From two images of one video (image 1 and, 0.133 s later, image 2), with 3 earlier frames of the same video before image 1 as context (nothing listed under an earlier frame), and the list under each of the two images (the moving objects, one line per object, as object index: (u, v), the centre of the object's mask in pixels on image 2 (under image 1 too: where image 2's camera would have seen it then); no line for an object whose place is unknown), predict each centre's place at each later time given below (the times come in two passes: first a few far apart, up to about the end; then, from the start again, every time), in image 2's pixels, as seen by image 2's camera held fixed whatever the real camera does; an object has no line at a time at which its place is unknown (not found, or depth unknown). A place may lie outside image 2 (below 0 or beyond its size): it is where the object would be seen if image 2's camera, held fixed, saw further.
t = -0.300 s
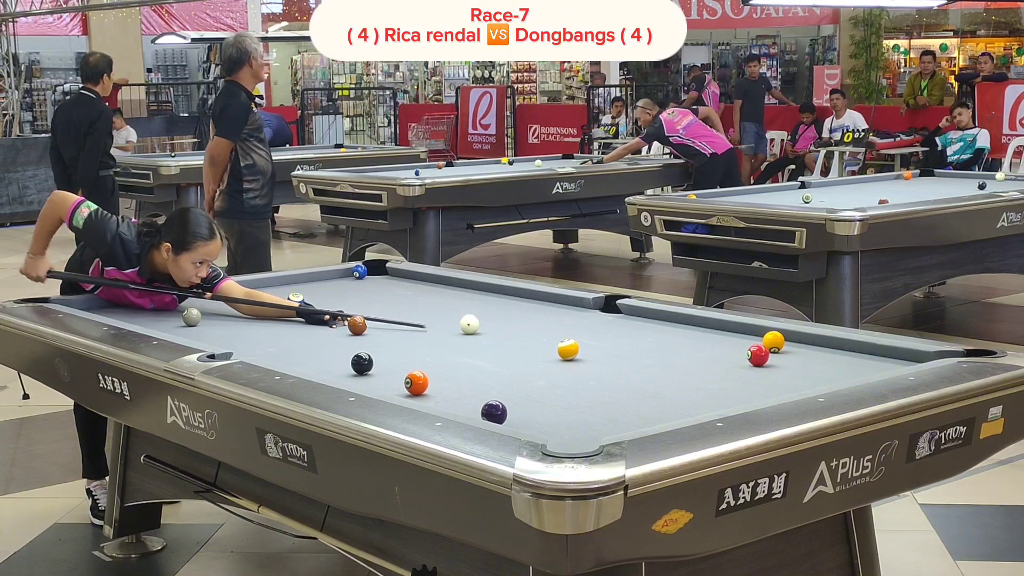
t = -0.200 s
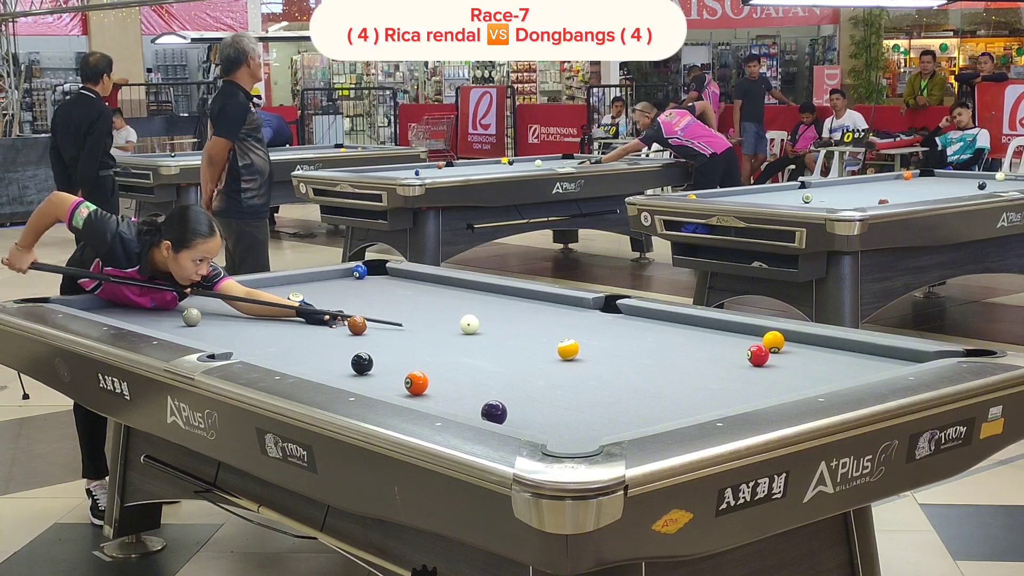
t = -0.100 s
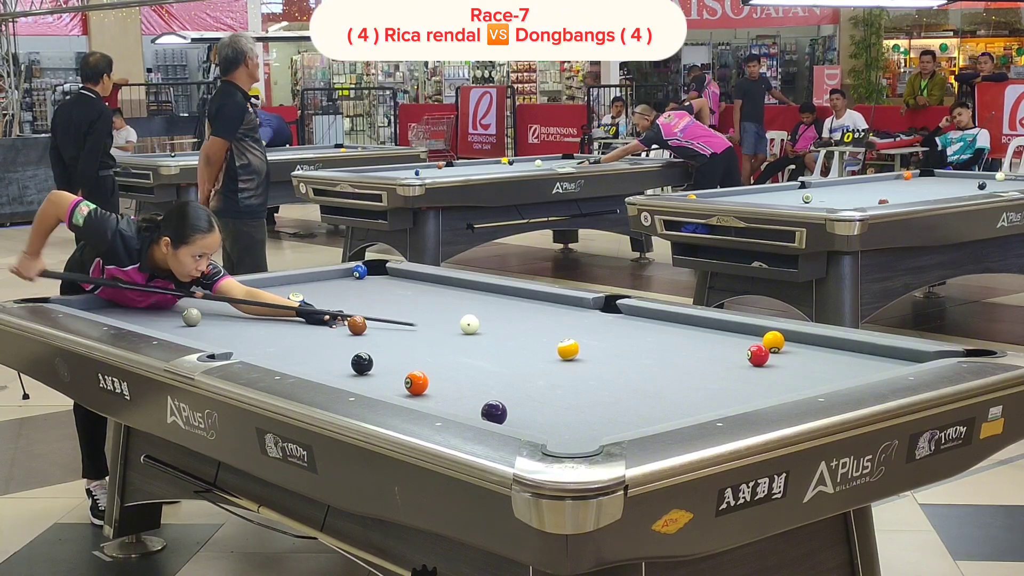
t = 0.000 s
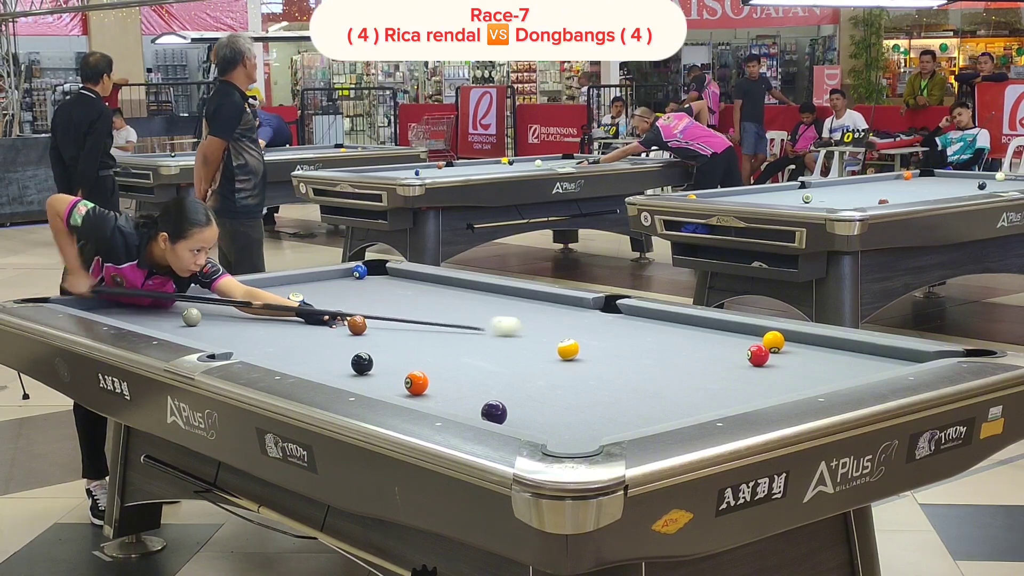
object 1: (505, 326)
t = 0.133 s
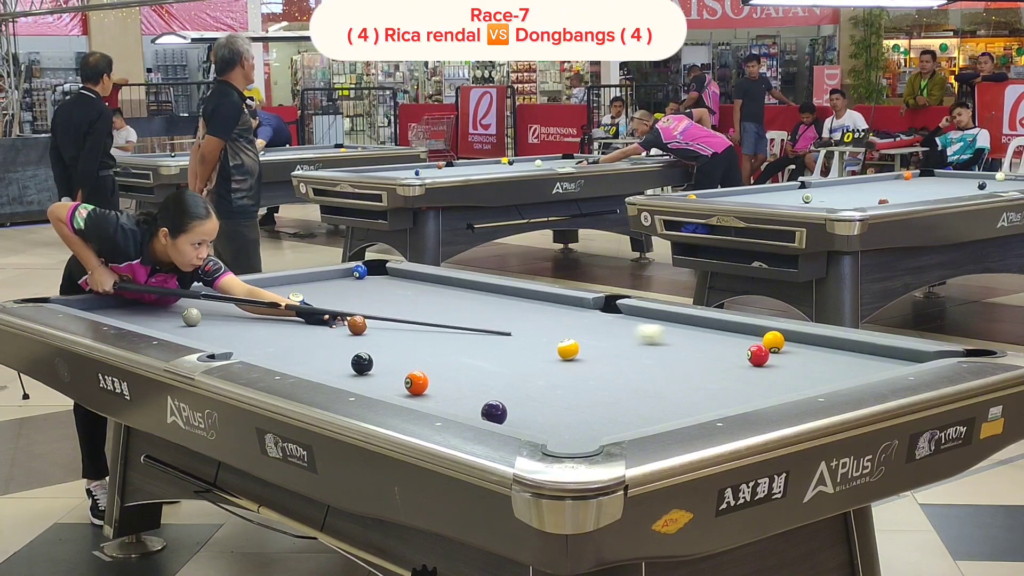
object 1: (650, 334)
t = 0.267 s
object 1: (760, 337)
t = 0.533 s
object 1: (759, 333)
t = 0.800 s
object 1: (721, 333)
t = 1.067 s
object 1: (687, 333)
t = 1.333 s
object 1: (655, 332)
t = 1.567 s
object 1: (629, 332)
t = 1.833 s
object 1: (603, 332)
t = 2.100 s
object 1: (578, 331)
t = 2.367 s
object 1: (556, 331)
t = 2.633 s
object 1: (538, 331)
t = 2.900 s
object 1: (521, 331)
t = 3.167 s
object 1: (507, 331)
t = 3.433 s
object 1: (495, 331)
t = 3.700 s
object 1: (485, 331)
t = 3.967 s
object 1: (478, 331)
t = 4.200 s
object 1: (473, 331)
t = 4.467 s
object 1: (470, 331)
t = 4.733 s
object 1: (468, 331)
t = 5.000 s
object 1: (467, 331)
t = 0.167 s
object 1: (685, 336)
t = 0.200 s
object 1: (721, 337)
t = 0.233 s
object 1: (753, 337)
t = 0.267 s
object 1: (760, 337)
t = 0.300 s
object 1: (764, 336)
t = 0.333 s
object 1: (768, 336)
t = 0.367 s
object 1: (771, 335)
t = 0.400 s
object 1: (774, 334)
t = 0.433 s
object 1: (774, 333)
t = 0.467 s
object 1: (769, 333)
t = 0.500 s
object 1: (764, 333)
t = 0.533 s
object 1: (759, 333)
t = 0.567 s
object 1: (754, 333)
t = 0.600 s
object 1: (749, 333)
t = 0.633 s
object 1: (745, 333)
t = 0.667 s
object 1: (740, 333)
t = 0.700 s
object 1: (735, 333)
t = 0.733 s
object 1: (731, 333)
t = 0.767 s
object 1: (726, 333)
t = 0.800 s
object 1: (721, 333)
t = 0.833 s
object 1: (717, 333)
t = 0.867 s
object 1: (713, 333)
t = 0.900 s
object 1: (708, 333)
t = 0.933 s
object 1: (704, 333)
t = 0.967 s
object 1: (700, 333)
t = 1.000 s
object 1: (696, 333)
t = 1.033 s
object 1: (691, 333)
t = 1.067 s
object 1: (687, 333)
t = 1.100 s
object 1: (683, 333)
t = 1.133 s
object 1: (679, 332)
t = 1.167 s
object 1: (675, 333)
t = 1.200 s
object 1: (671, 332)
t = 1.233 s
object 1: (667, 332)
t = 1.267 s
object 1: (663, 333)
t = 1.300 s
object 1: (659, 332)
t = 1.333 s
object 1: (655, 332)
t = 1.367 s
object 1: (652, 332)
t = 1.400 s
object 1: (648, 332)
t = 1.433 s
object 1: (644, 332)
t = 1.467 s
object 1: (640, 332)
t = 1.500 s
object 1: (637, 332)
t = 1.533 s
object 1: (633, 332)
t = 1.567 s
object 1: (629, 332)
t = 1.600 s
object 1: (626, 332)
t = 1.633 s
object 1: (623, 332)
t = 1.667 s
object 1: (619, 332)
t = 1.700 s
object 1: (616, 332)
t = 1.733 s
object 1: (612, 332)
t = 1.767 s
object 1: (609, 332)
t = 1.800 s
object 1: (606, 332)
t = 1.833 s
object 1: (603, 332)
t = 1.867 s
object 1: (599, 332)
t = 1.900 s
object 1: (596, 332)
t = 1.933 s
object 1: (593, 332)
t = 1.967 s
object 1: (590, 332)
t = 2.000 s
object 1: (587, 332)
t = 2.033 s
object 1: (584, 332)
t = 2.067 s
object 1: (581, 332)
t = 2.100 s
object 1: (578, 331)
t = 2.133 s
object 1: (575, 331)
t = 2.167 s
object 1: (573, 331)
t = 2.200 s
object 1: (570, 331)
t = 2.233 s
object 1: (567, 331)
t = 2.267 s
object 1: (564, 331)
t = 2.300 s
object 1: (561, 331)
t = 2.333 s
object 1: (559, 331)
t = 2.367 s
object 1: (556, 331)
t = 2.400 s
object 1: (554, 331)
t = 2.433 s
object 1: (551, 331)
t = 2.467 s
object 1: (549, 331)
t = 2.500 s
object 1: (546, 331)
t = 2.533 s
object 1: (544, 331)
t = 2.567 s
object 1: (542, 331)
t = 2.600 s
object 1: (540, 332)
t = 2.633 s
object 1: (538, 331)
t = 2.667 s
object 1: (535, 331)
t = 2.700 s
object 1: (533, 331)
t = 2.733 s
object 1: (531, 331)
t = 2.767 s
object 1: (529, 331)
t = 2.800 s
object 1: (527, 331)
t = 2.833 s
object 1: (525, 331)
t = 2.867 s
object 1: (523, 331)
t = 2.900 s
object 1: (521, 331)
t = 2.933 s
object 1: (519, 331)
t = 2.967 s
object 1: (517, 331)
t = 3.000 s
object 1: (515, 331)
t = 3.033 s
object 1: (513, 331)
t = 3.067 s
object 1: (511, 331)
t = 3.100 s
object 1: (510, 331)
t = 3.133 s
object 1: (508, 331)
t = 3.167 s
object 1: (507, 331)
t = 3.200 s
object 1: (505, 331)
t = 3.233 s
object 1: (503, 331)
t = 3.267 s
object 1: (502, 331)
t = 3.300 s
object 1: (500, 331)
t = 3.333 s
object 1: (499, 331)
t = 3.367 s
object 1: (497, 331)
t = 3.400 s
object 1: (496, 331)
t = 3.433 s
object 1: (495, 331)
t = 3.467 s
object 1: (493, 331)
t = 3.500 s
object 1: (492, 331)
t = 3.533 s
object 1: (491, 331)
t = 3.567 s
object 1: (489, 331)
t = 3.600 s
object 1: (488, 331)
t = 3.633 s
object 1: (487, 331)
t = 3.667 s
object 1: (486, 331)
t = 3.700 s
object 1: (485, 331)
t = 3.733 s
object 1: (484, 331)
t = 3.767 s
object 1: (483, 331)
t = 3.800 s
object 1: (482, 331)
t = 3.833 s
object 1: (481, 331)
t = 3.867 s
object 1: (480, 331)
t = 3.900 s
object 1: (479, 331)
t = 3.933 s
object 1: (478, 331)
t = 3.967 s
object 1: (478, 331)
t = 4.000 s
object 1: (477, 331)
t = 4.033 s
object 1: (476, 331)
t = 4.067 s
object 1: (475, 331)
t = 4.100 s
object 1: (475, 331)
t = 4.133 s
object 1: (474, 331)
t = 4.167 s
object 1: (474, 331)
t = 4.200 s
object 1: (473, 331)
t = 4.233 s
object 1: (472, 331)
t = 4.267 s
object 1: (472, 331)
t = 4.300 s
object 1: (472, 331)
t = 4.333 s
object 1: (471, 331)
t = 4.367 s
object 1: (471, 331)
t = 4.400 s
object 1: (470, 331)
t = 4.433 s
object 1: (470, 331)
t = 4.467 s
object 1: (470, 331)
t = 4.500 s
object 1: (469, 331)
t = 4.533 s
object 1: (469, 331)
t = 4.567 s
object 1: (469, 331)
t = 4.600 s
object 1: (468, 331)
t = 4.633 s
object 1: (468, 331)
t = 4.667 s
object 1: (468, 331)
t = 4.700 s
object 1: (468, 331)
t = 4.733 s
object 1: (468, 331)
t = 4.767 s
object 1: (468, 331)
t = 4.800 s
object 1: (467, 331)
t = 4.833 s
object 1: (468, 331)
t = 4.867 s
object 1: (467, 331)
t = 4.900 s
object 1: (467, 331)
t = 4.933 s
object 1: (467, 331)
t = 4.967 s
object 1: (467, 331)
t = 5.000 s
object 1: (467, 331)
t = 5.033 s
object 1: (467, 331)
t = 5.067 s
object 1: (467, 331)
